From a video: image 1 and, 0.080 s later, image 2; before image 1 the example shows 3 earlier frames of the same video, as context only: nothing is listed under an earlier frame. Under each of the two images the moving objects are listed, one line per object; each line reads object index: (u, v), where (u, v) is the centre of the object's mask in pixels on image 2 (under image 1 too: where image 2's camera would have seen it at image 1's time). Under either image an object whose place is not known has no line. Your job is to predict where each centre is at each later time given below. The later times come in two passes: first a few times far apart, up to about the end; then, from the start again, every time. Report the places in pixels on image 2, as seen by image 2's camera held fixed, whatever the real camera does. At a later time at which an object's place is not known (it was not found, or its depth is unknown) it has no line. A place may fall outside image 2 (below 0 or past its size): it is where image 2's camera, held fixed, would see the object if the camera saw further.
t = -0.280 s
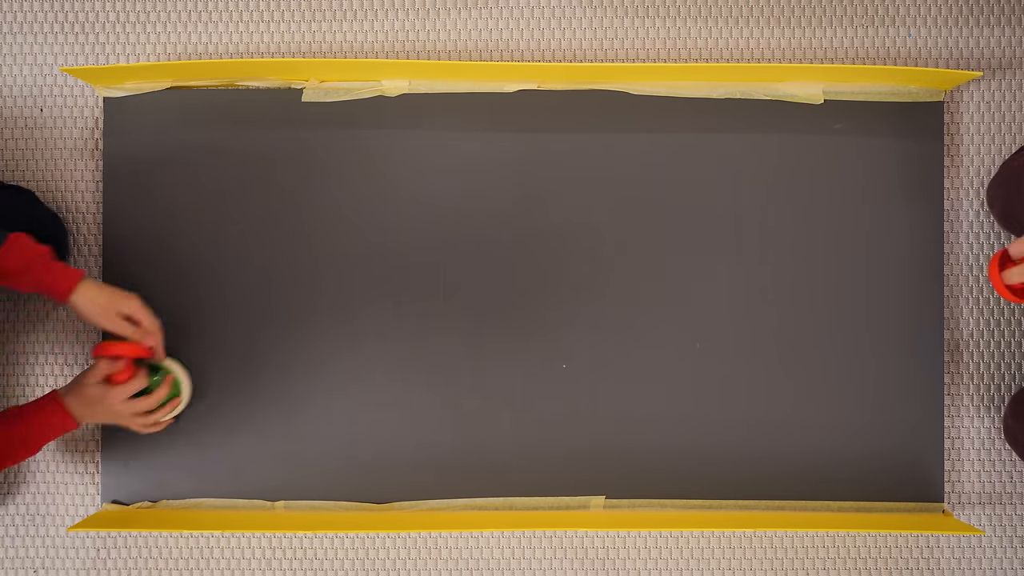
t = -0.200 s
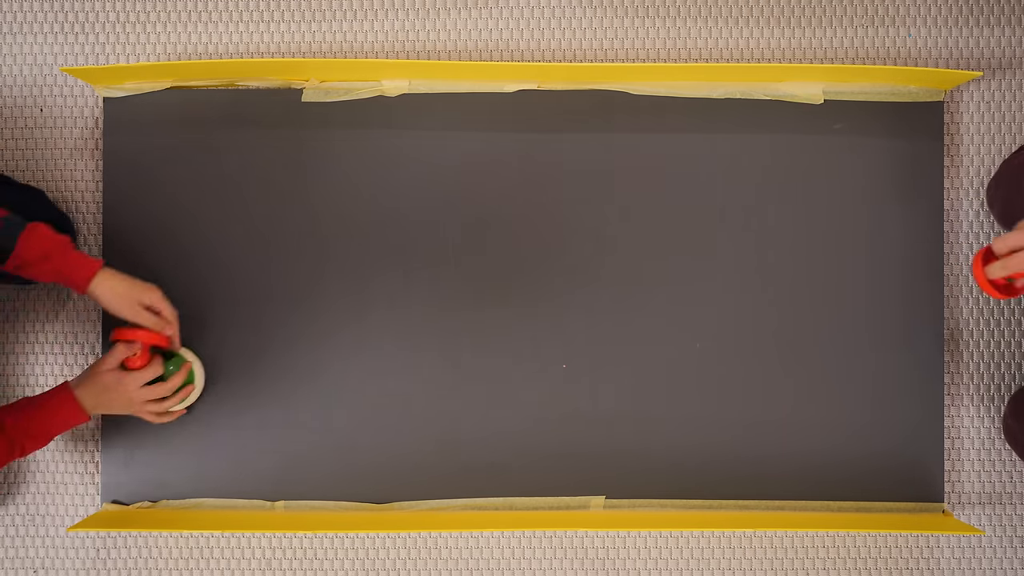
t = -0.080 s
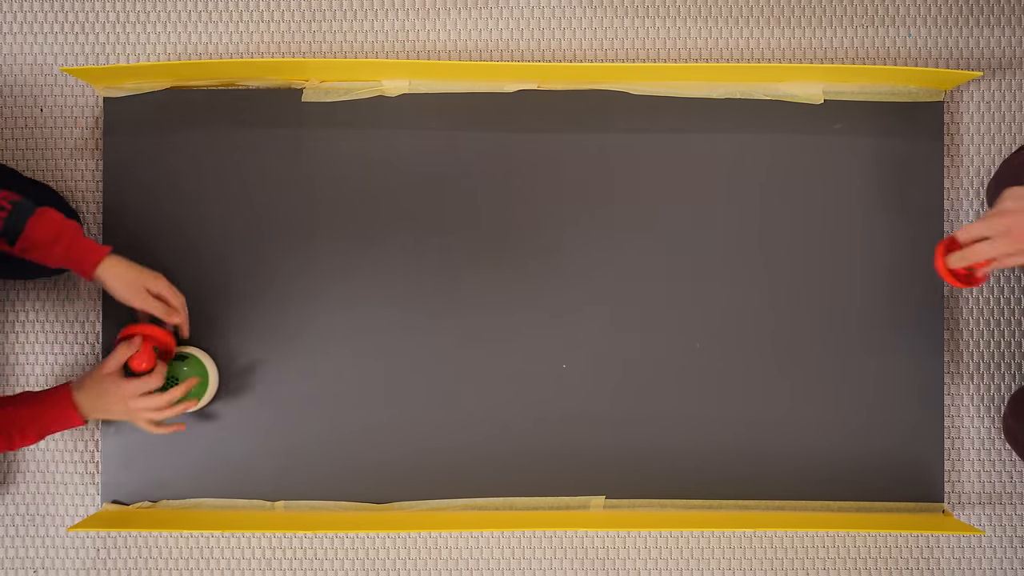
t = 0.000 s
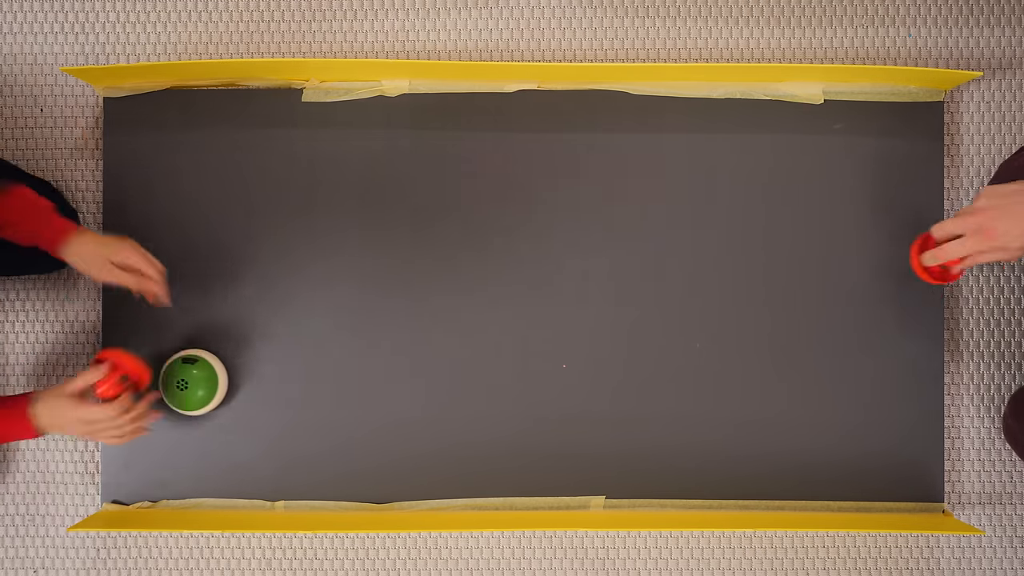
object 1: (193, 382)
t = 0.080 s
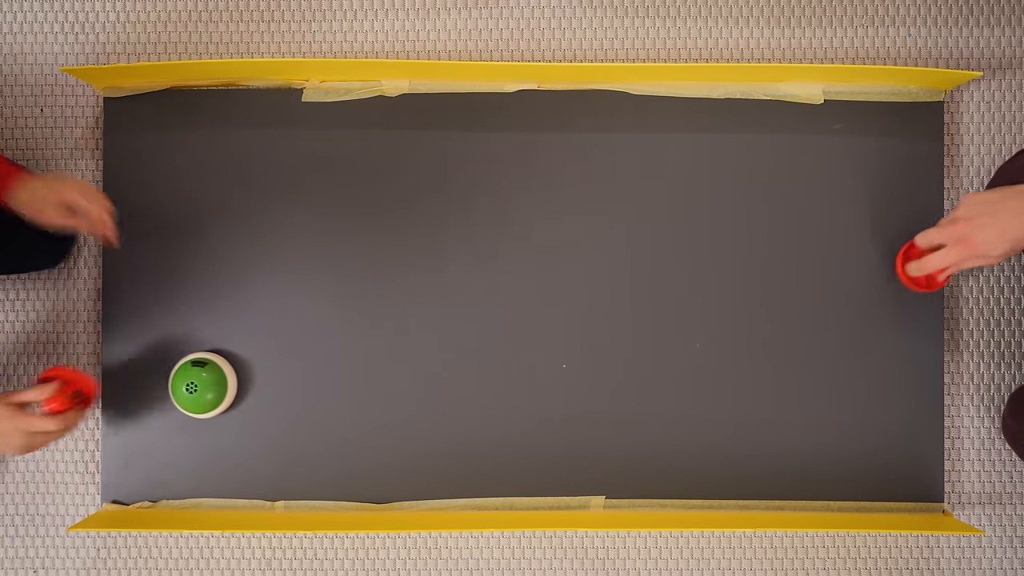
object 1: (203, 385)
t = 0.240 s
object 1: (221, 390)
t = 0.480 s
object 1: (249, 395)
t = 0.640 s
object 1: (268, 397)
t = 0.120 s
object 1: (207, 386)
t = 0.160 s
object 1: (212, 388)
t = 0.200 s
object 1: (216, 389)
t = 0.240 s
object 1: (221, 390)
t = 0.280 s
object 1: (226, 391)
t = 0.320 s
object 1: (230, 392)
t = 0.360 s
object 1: (235, 393)
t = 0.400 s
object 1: (240, 394)
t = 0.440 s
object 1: (245, 394)
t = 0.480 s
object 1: (249, 395)
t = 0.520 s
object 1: (254, 396)
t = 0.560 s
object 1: (259, 396)
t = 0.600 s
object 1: (263, 397)
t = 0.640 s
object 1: (268, 397)
